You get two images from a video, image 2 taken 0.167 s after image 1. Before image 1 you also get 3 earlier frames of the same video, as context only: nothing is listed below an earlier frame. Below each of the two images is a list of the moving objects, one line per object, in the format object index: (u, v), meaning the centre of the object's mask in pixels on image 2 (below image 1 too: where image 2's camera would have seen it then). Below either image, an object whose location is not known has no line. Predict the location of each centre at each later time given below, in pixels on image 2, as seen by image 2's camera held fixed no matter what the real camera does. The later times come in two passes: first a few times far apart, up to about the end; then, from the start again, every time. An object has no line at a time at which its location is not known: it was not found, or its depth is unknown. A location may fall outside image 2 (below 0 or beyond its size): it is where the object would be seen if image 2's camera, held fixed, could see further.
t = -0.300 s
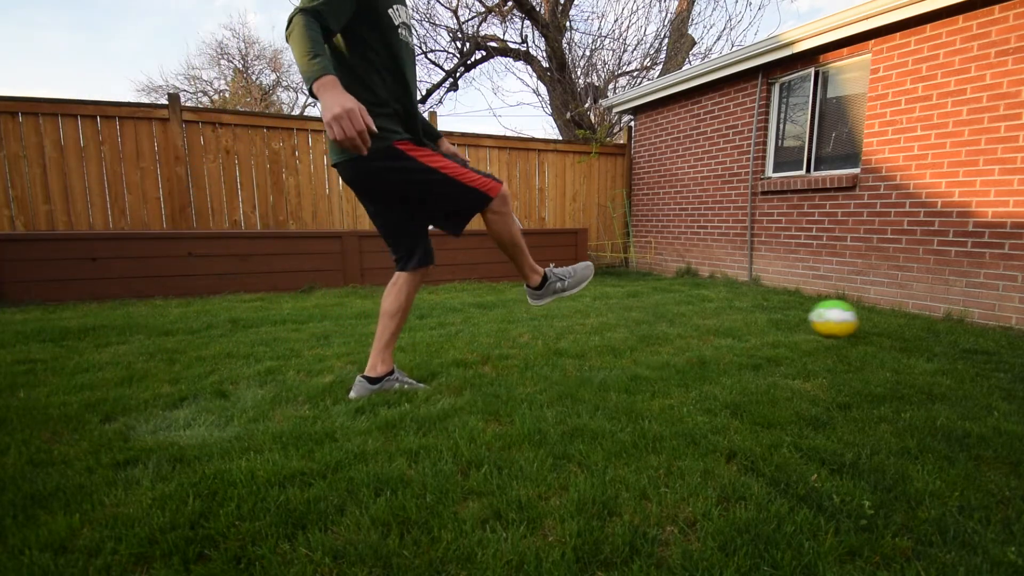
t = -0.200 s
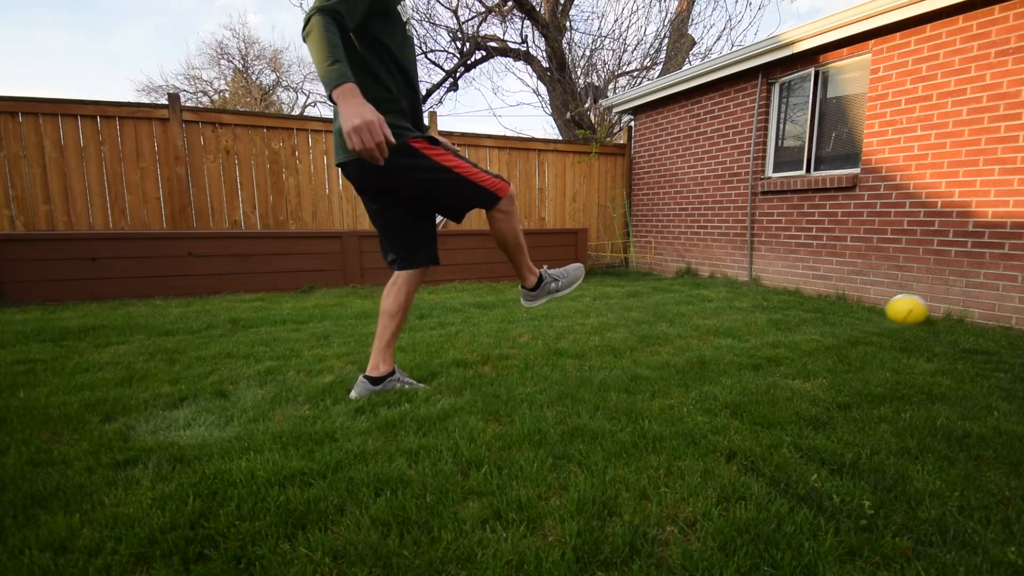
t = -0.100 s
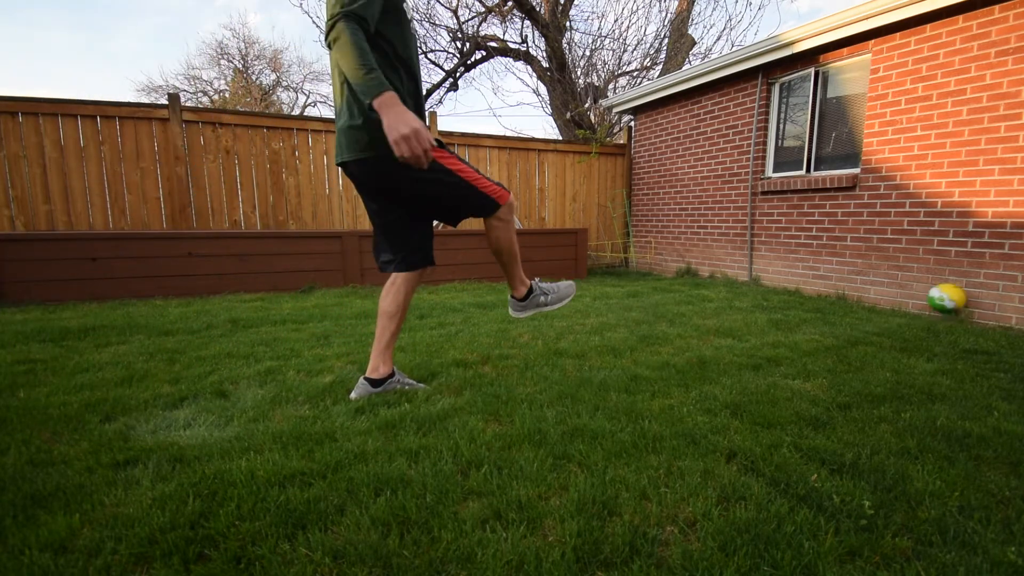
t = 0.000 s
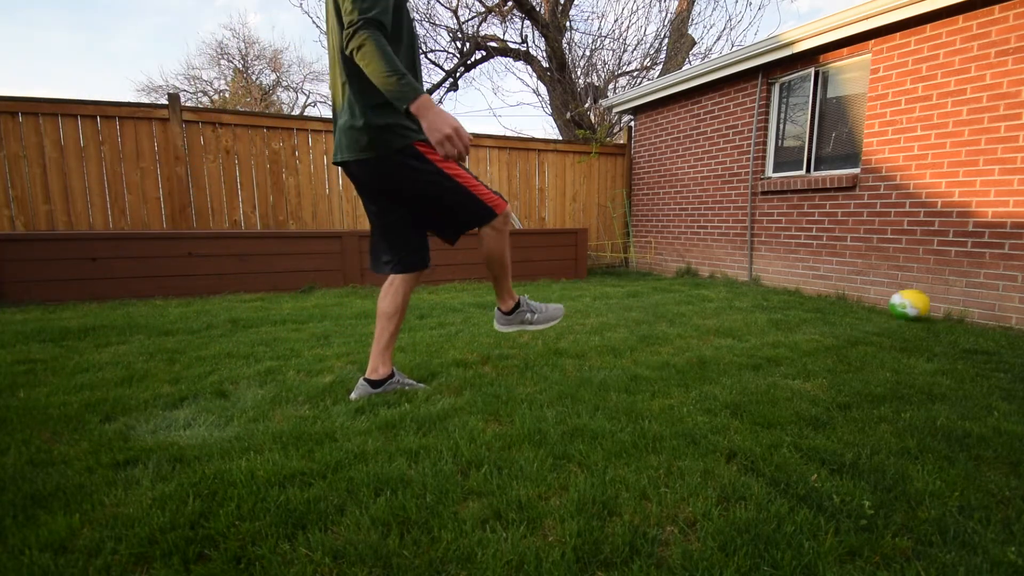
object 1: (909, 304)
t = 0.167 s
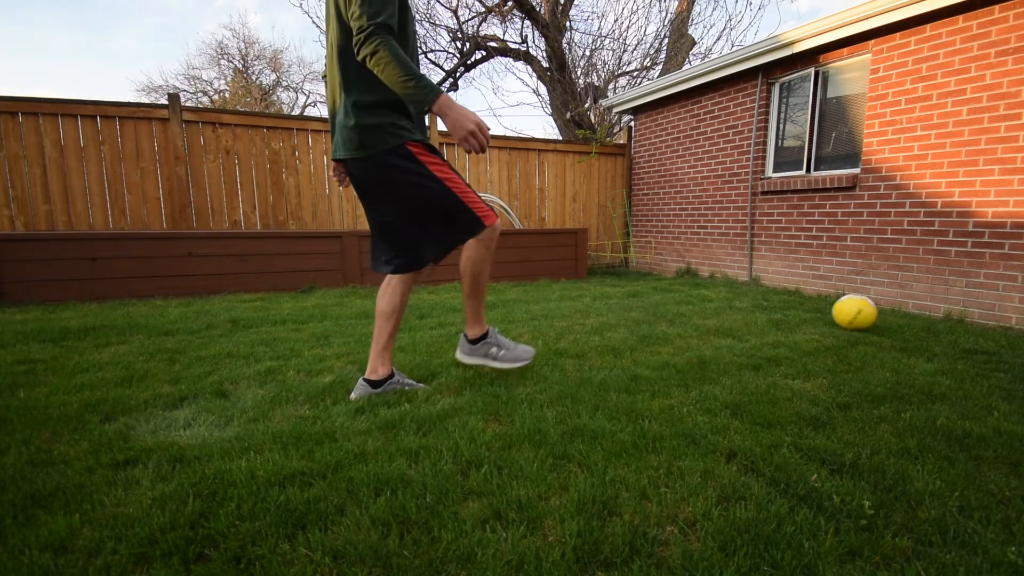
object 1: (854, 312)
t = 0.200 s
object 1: (846, 313)
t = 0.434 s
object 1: (782, 324)
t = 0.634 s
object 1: (729, 336)
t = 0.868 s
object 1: (665, 347)
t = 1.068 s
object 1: (611, 360)
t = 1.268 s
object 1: (558, 377)
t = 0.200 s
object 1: (846, 313)
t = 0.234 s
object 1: (836, 315)
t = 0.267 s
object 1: (826, 318)
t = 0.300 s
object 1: (817, 321)
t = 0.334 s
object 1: (807, 323)
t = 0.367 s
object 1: (799, 323)
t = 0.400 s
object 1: (791, 323)
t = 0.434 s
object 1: (782, 324)
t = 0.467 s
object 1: (774, 326)
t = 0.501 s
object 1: (765, 328)
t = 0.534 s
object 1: (756, 330)
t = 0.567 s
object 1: (747, 333)
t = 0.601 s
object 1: (738, 336)
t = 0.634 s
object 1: (729, 336)
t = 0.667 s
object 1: (719, 336)
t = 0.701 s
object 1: (710, 338)
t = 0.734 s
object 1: (701, 339)
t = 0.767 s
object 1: (692, 341)
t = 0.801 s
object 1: (683, 342)
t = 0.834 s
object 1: (674, 344)
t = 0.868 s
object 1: (665, 347)
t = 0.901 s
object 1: (655, 350)
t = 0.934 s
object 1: (646, 352)
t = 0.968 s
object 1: (638, 353)
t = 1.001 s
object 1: (630, 353)
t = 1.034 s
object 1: (621, 356)
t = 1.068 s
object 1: (611, 360)
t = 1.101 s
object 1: (602, 365)
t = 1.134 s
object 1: (592, 370)
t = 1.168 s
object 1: (583, 374)
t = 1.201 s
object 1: (574, 375)
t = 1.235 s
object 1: (566, 376)
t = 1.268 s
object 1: (558, 377)
